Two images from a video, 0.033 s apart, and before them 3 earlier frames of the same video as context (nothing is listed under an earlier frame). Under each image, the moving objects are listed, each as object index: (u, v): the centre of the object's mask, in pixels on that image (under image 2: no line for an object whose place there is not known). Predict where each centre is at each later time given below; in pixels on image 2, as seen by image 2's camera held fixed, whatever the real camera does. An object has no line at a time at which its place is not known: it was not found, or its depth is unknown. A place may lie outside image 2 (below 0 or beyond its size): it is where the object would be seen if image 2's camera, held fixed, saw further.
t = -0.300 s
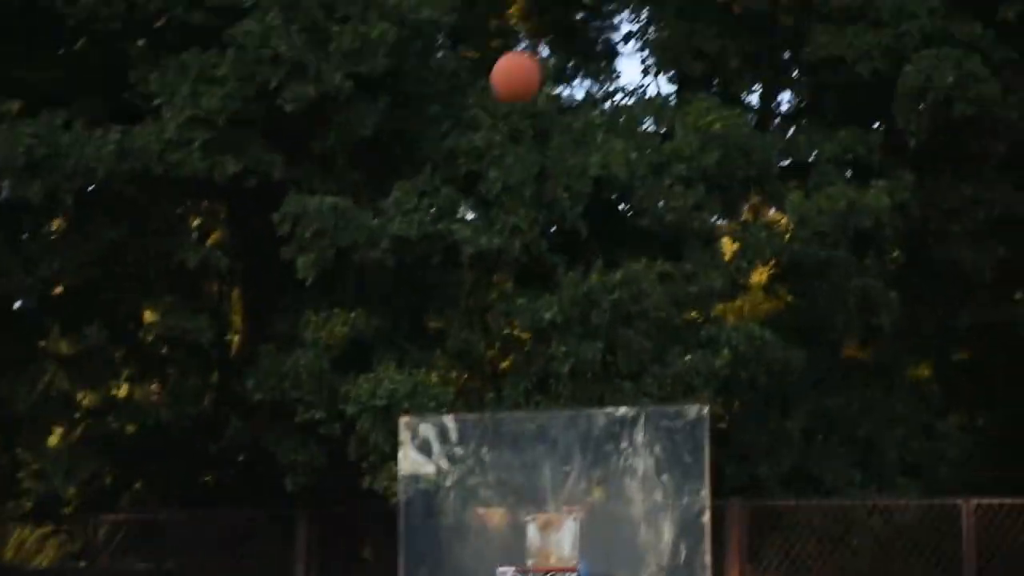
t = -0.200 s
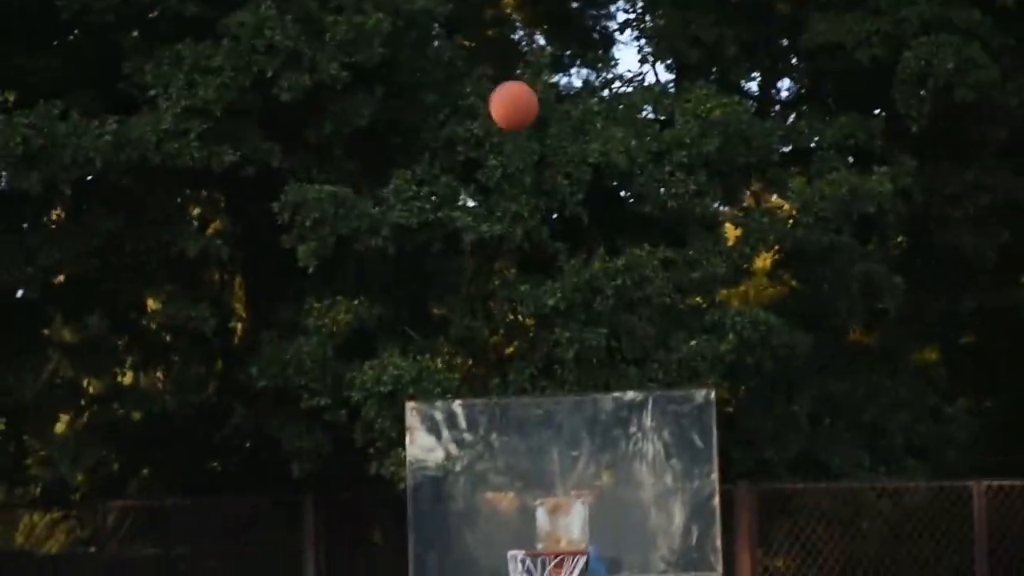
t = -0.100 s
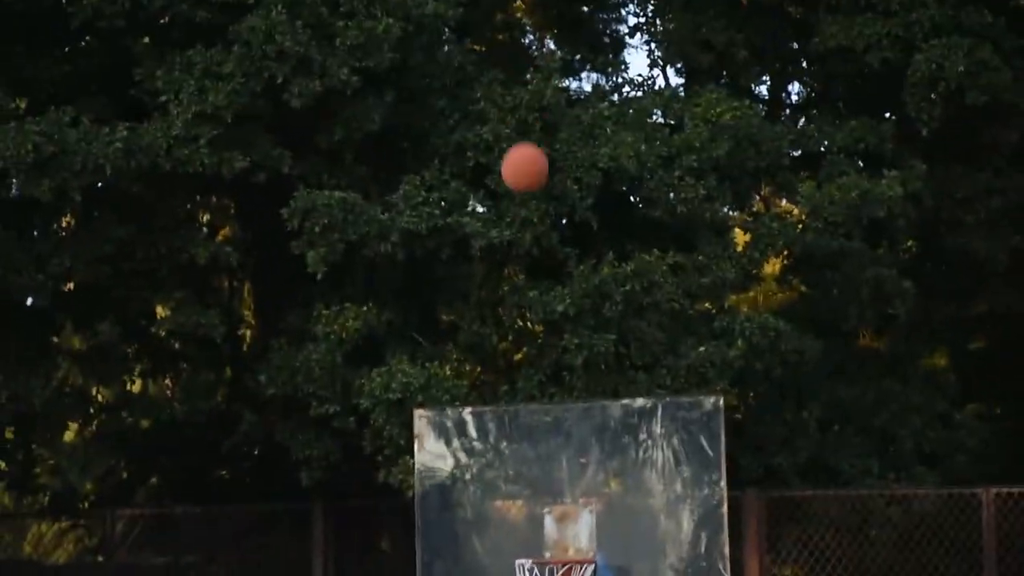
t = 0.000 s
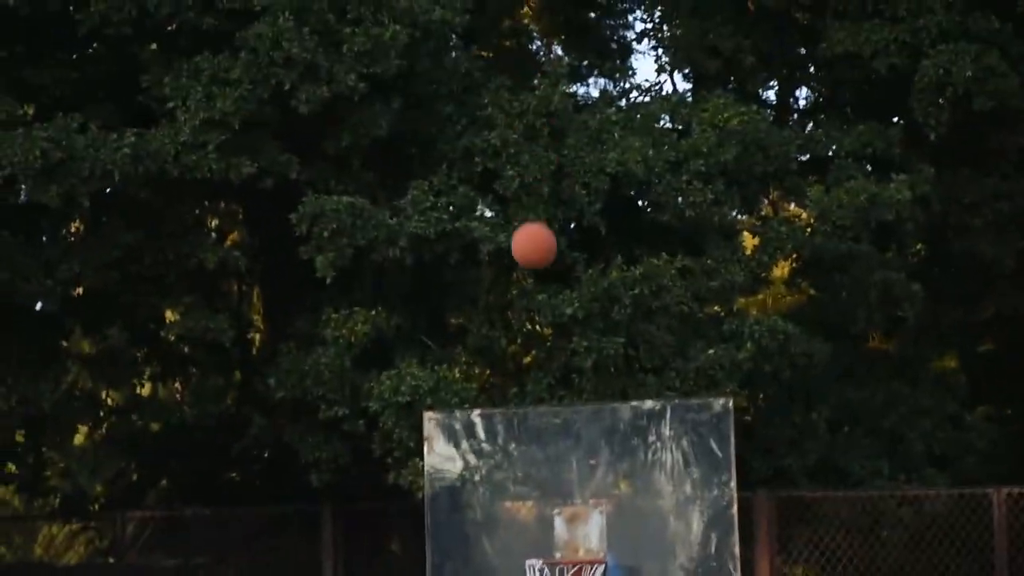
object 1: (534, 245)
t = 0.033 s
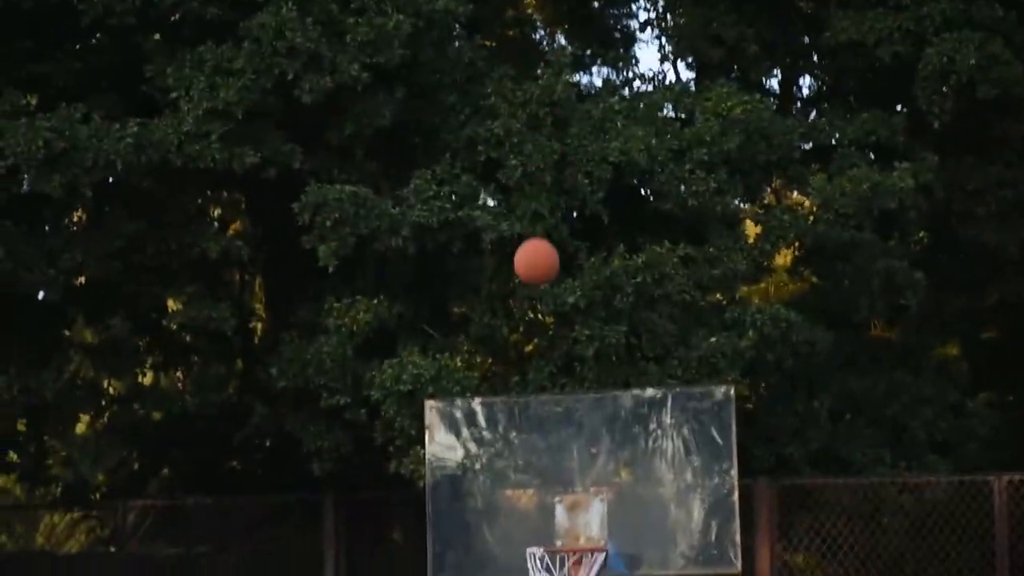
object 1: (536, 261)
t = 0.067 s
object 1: (538, 290)
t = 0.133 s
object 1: (541, 352)
